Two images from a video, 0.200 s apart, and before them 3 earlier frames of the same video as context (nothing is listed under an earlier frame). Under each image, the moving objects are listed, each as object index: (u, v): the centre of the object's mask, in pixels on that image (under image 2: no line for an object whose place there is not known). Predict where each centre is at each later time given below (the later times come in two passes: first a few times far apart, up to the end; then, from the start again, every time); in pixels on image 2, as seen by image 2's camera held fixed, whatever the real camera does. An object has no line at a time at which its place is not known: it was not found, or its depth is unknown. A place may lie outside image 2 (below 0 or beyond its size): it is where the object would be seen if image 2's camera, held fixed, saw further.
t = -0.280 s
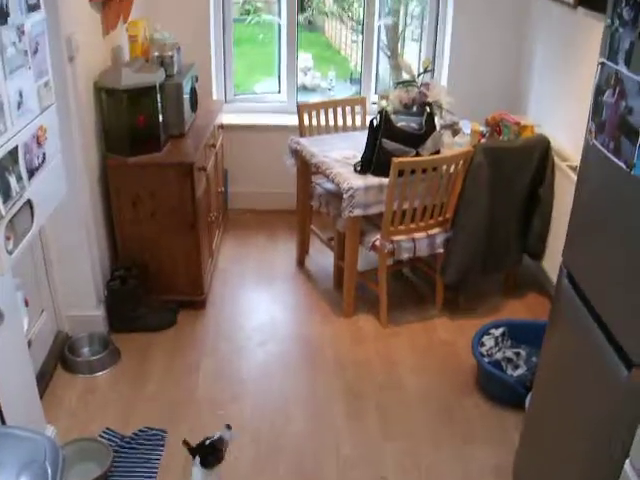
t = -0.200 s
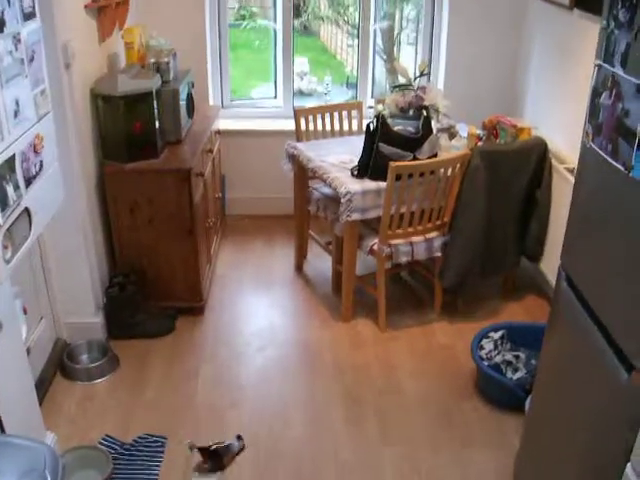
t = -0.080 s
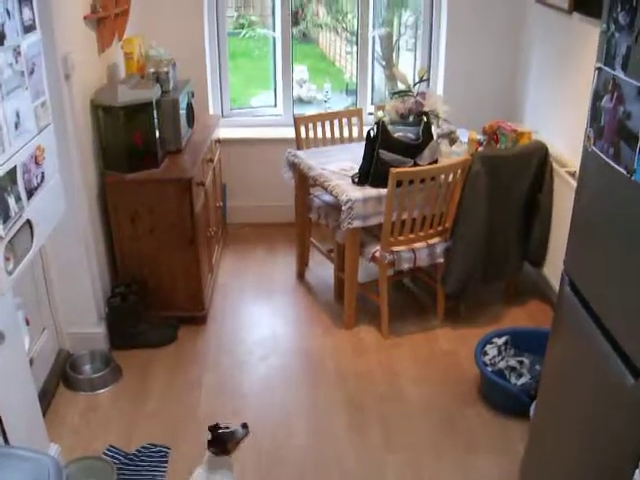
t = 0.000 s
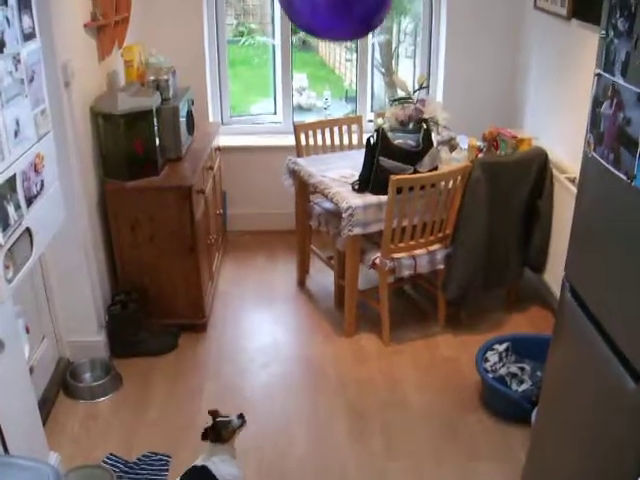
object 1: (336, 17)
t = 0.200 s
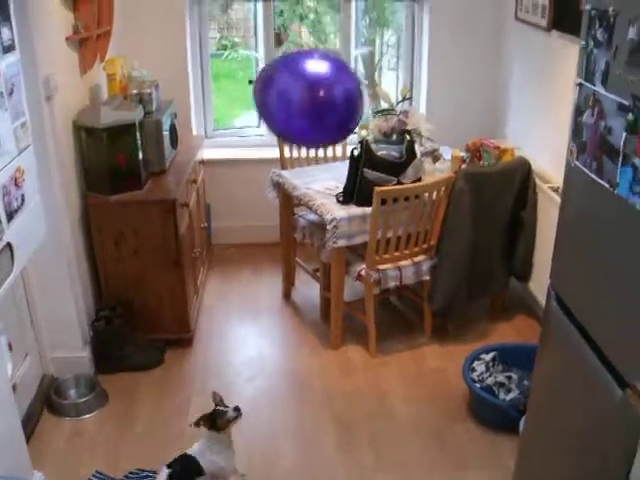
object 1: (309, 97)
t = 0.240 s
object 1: (305, 116)
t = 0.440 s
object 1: (284, 200)
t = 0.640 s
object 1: (263, 276)
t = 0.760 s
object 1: (250, 323)
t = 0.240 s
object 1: (305, 116)
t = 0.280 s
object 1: (301, 135)
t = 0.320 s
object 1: (297, 152)
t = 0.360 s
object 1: (293, 168)
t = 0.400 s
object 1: (289, 185)
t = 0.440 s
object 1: (284, 200)
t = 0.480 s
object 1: (281, 215)
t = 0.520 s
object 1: (277, 230)
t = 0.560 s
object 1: (273, 246)
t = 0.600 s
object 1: (268, 261)
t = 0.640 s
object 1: (263, 276)
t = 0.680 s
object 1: (258, 291)
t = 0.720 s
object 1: (254, 307)
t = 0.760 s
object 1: (250, 323)
